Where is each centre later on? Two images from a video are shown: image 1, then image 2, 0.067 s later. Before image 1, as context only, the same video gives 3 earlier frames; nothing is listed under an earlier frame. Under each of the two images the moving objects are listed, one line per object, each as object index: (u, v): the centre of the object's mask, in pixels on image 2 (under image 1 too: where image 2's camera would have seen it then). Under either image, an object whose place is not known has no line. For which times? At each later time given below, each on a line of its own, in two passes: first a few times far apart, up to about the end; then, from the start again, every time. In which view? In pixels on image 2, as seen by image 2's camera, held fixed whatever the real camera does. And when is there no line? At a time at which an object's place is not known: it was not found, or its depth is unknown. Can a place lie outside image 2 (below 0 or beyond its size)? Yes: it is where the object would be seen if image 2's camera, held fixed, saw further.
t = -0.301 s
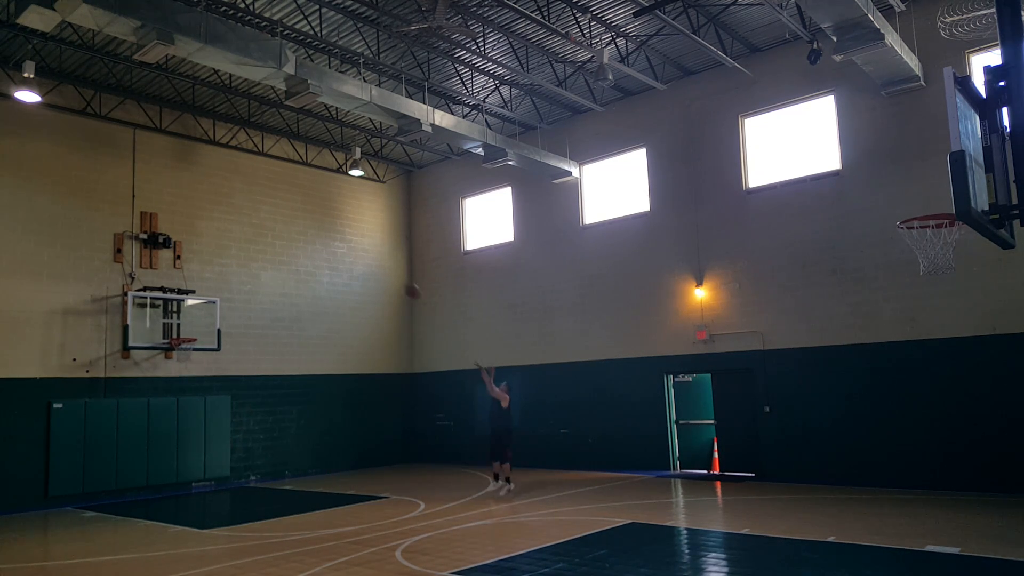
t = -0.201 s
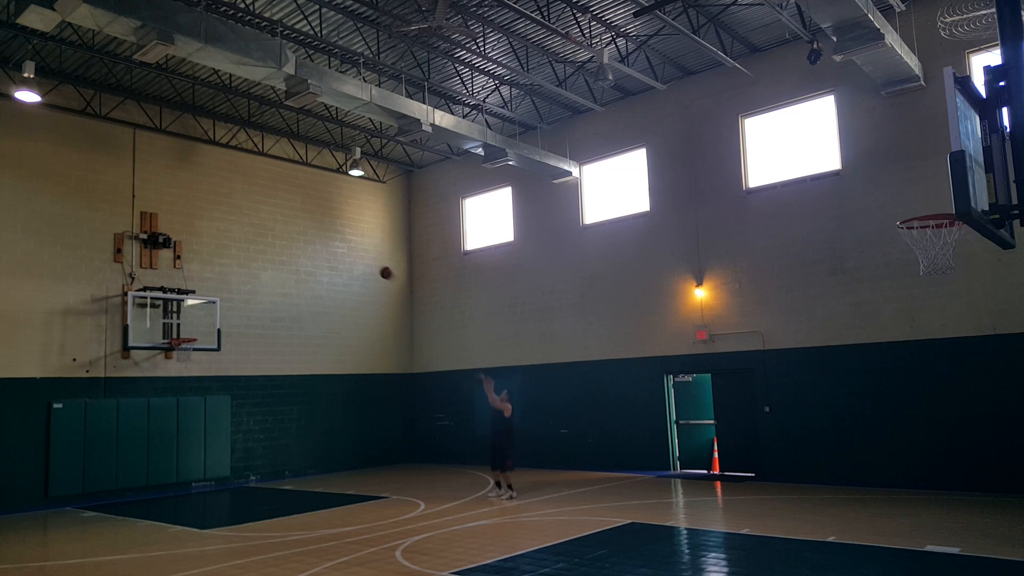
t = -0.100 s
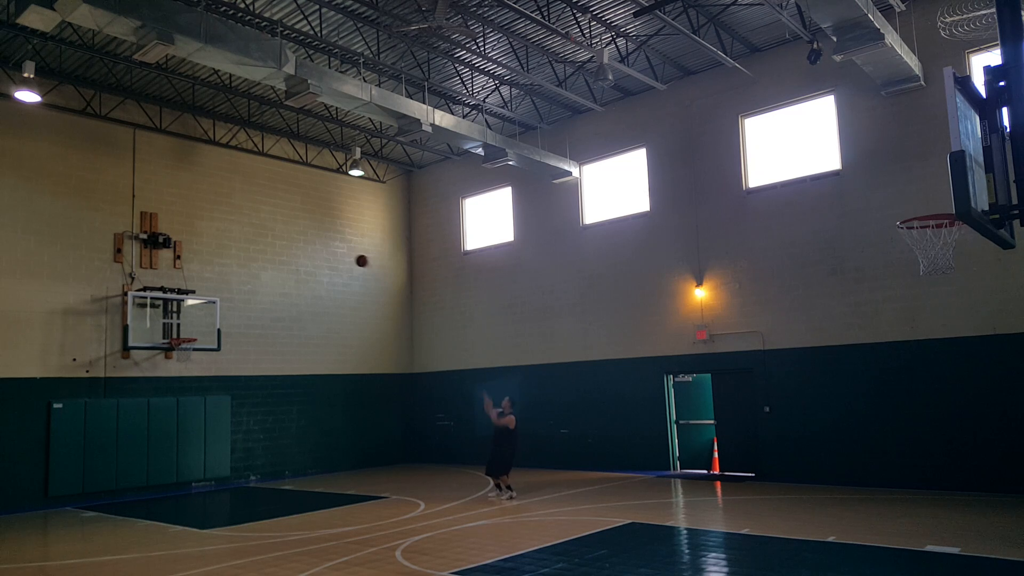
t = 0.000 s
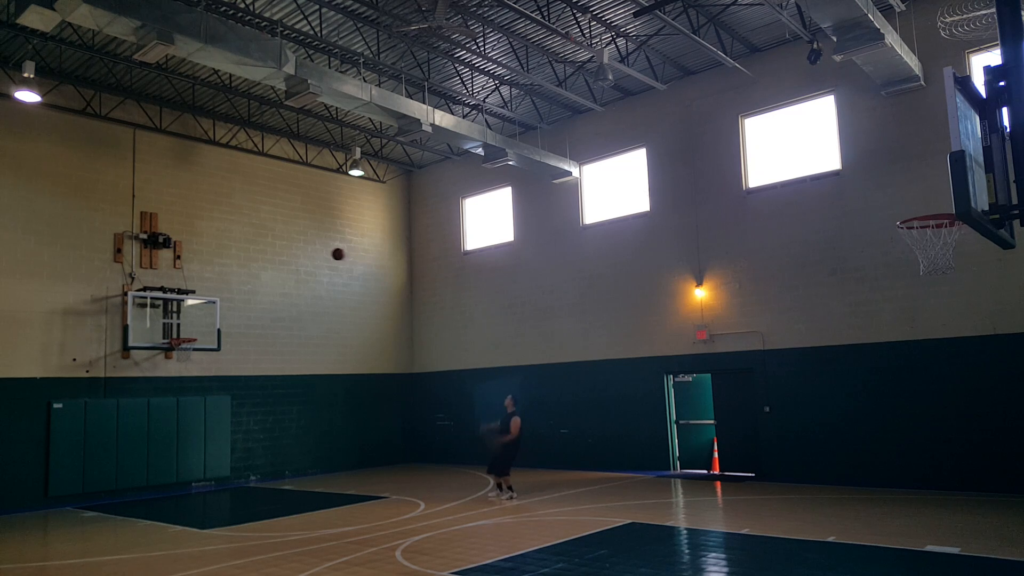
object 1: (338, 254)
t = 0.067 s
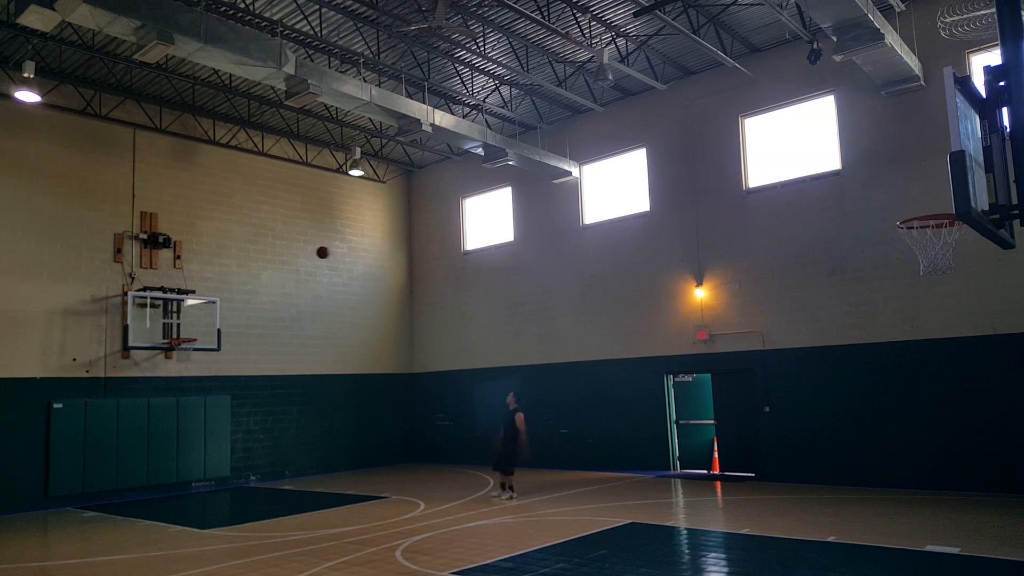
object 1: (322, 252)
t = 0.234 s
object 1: (285, 258)
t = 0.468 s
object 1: (234, 288)
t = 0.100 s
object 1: (315, 252)
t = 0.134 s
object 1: (307, 253)
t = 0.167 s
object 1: (300, 254)
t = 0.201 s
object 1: (293, 256)
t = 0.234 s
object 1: (285, 258)
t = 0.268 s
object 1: (278, 260)
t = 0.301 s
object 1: (270, 264)
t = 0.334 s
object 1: (263, 267)
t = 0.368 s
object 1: (256, 272)
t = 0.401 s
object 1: (248, 277)
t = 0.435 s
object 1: (241, 282)
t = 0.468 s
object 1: (234, 288)
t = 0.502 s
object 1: (227, 294)
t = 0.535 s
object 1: (221, 301)
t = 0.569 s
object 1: (213, 309)
